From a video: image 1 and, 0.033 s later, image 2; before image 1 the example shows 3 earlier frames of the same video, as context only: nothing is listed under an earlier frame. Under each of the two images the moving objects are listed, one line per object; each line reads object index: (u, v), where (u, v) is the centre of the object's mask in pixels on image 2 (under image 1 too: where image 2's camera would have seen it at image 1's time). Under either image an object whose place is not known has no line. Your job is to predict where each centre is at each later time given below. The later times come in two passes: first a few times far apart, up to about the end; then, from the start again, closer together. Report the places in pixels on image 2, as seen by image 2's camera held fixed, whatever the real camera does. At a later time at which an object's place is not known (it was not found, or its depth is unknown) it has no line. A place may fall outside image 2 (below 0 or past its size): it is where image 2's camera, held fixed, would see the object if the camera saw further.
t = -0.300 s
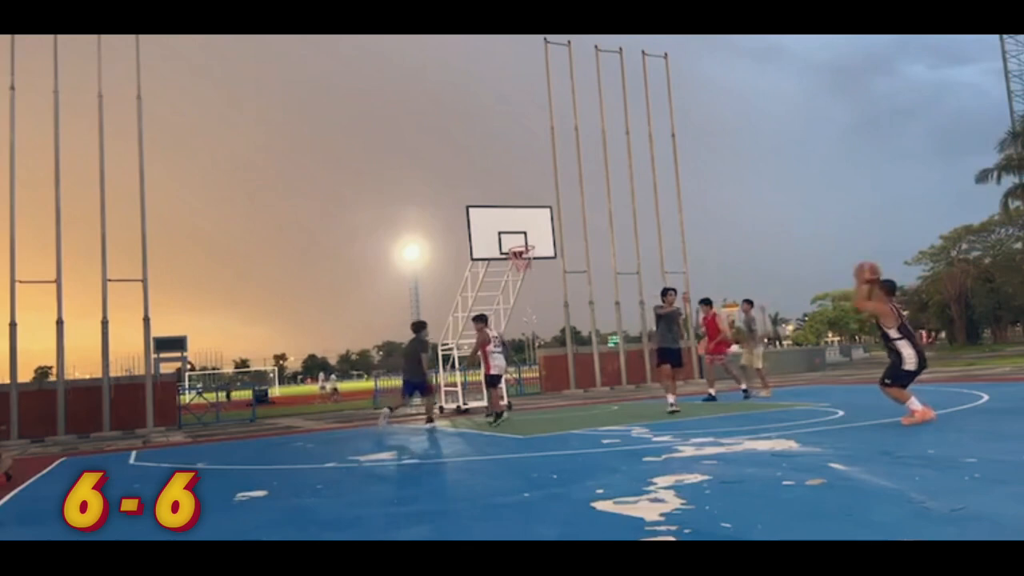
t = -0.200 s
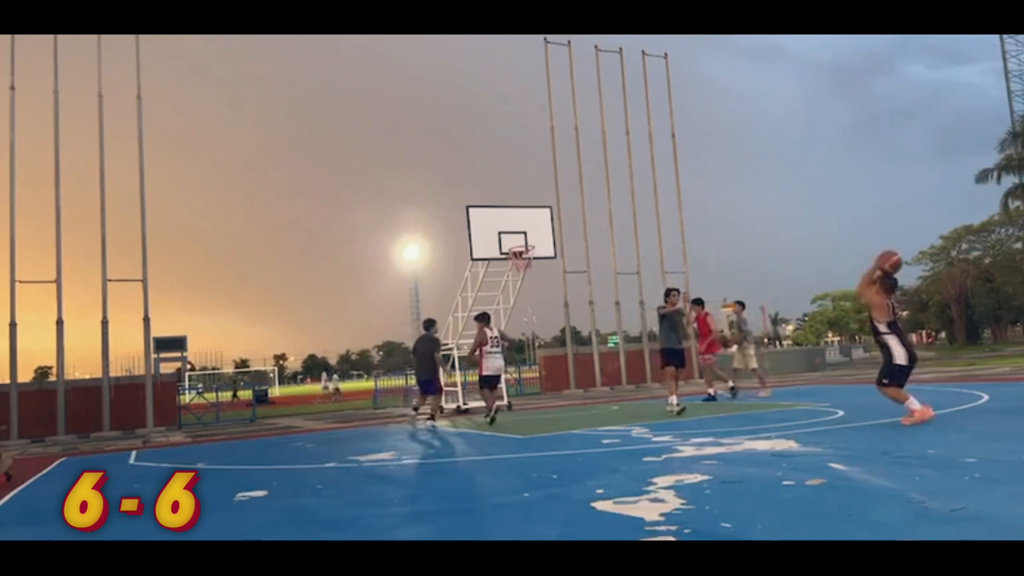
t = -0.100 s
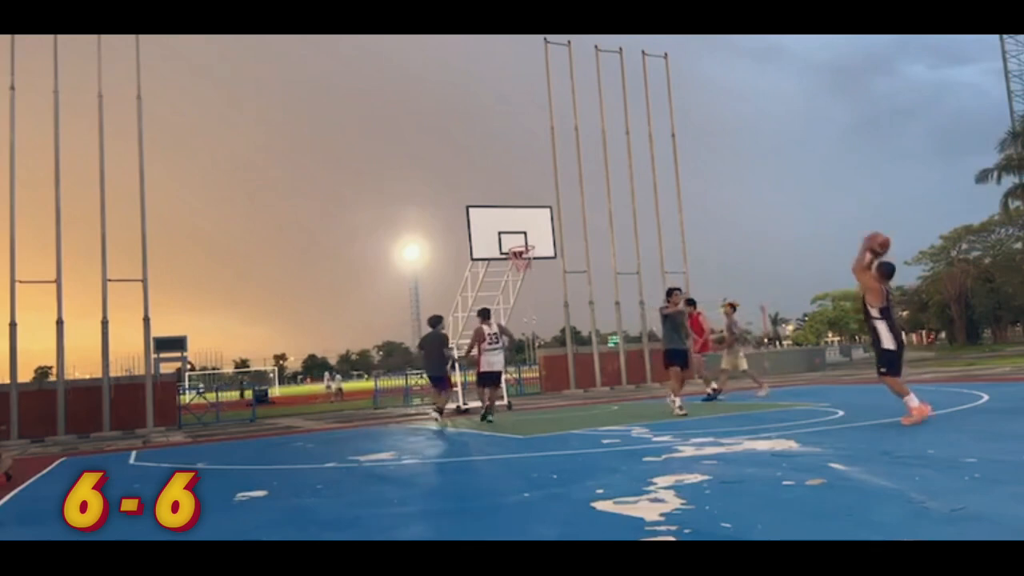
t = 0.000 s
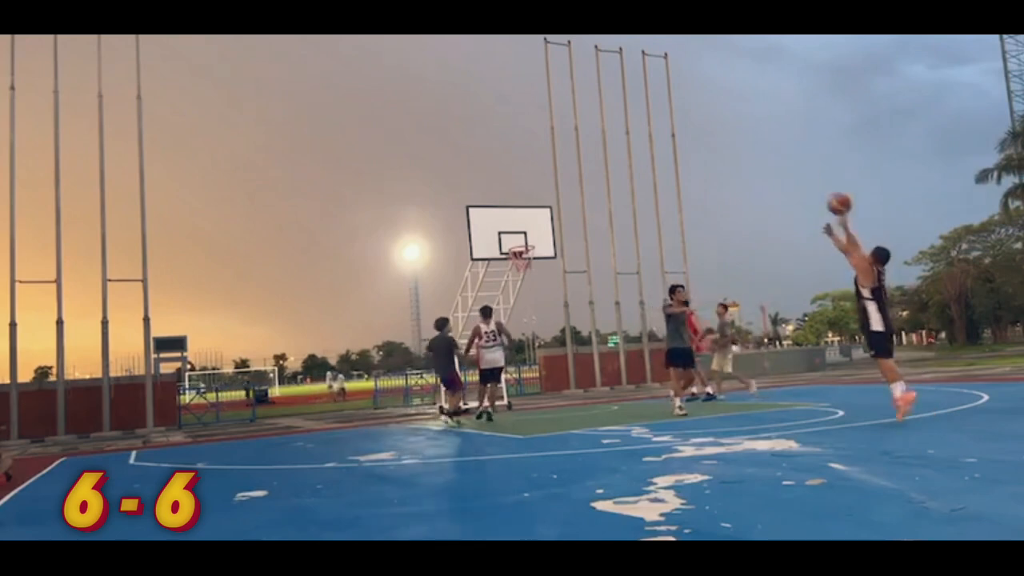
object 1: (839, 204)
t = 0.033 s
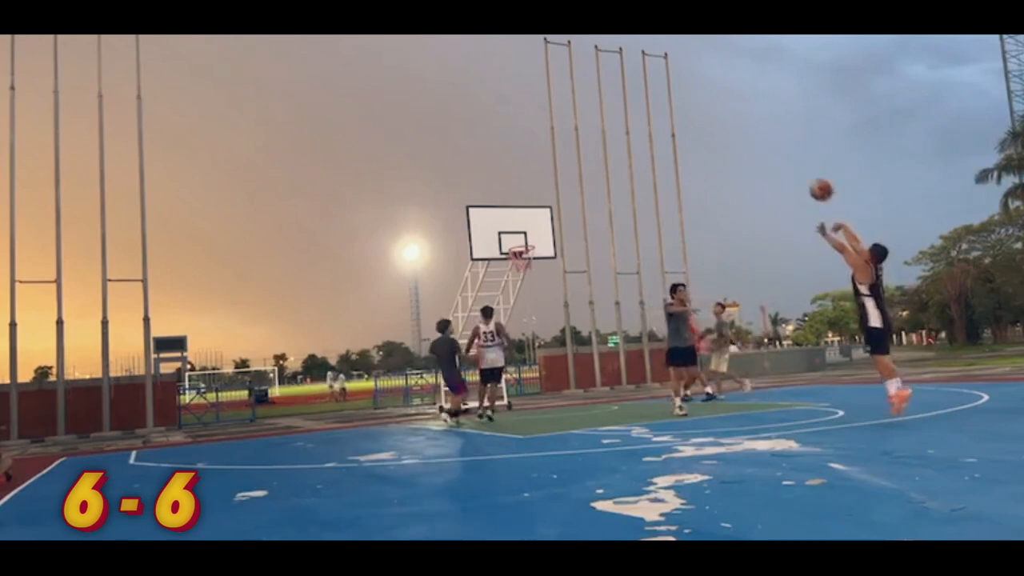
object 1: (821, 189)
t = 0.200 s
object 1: (746, 141)
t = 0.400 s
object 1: (678, 118)
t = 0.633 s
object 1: (619, 130)
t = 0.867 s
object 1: (573, 169)
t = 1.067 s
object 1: (543, 221)
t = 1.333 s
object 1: (523, 307)
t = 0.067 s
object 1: (805, 177)
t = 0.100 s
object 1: (789, 166)
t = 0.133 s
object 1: (774, 156)
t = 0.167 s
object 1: (759, 148)
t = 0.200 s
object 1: (746, 141)
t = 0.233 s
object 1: (733, 135)
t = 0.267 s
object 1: (721, 129)
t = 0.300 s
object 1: (709, 125)
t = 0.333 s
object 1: (698, 122)
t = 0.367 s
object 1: (687, 120)
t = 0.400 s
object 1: (678, 118)
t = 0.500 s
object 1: (651, 119)
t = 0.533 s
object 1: (642, 121)
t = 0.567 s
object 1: (633, 123)
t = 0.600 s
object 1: (626, 126)
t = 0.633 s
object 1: (619, 130)
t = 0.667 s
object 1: (611, 134)
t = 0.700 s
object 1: (604, 140)
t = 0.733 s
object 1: (597, 144)
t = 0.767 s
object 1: (591, 150)
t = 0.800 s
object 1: (585, 156)
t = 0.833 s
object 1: (579, 163)
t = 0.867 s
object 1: (573, 169)
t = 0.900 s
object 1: (568, 177)
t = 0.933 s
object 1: (563, 185)
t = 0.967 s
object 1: (558, 194)
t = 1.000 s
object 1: (553, 201)
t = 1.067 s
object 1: (543, 221)
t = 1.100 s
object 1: (539, 231)
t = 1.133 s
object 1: (535, 241)
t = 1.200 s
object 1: (529, 261)
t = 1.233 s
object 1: (528, 273)
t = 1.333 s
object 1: (523, 307)
